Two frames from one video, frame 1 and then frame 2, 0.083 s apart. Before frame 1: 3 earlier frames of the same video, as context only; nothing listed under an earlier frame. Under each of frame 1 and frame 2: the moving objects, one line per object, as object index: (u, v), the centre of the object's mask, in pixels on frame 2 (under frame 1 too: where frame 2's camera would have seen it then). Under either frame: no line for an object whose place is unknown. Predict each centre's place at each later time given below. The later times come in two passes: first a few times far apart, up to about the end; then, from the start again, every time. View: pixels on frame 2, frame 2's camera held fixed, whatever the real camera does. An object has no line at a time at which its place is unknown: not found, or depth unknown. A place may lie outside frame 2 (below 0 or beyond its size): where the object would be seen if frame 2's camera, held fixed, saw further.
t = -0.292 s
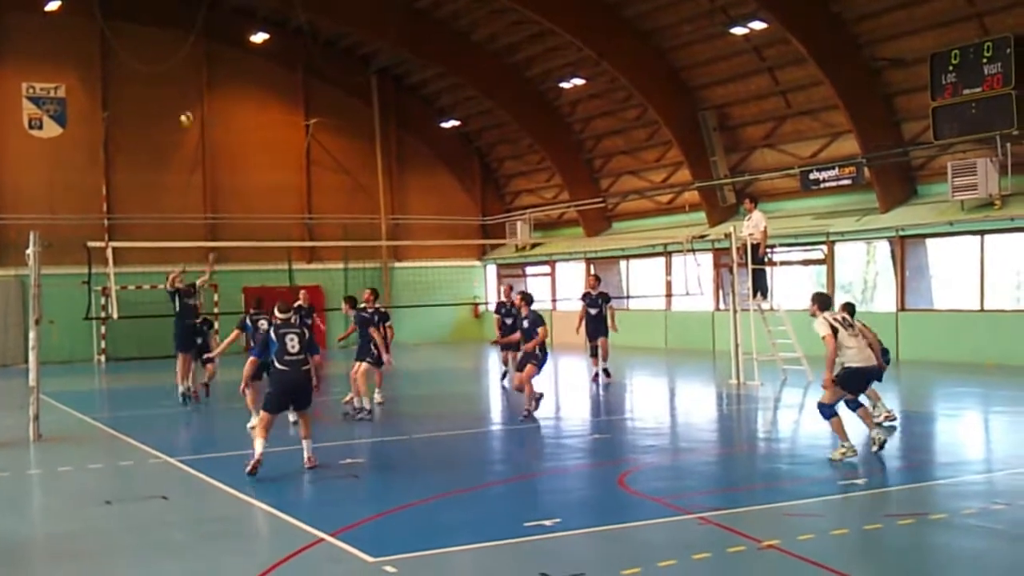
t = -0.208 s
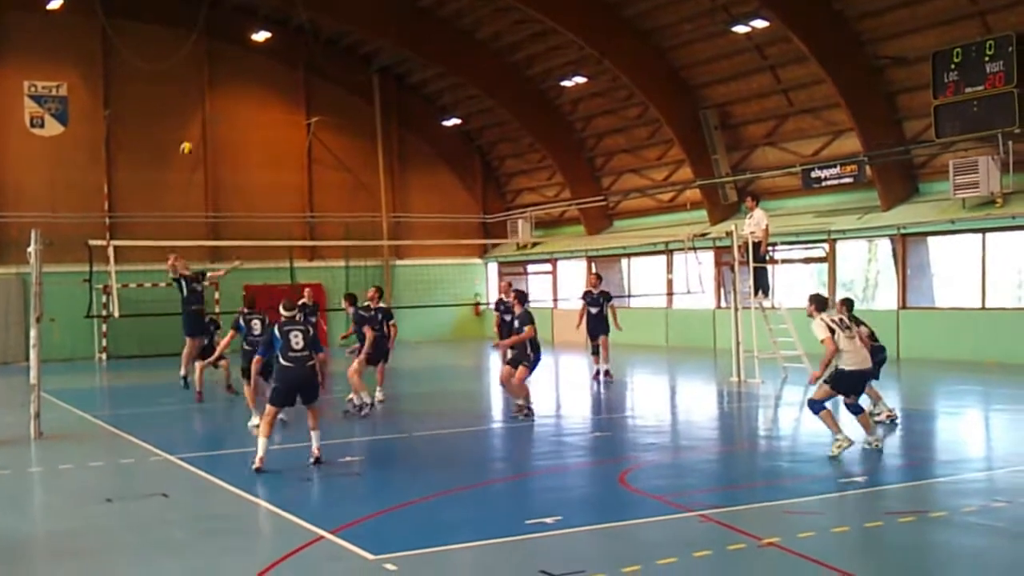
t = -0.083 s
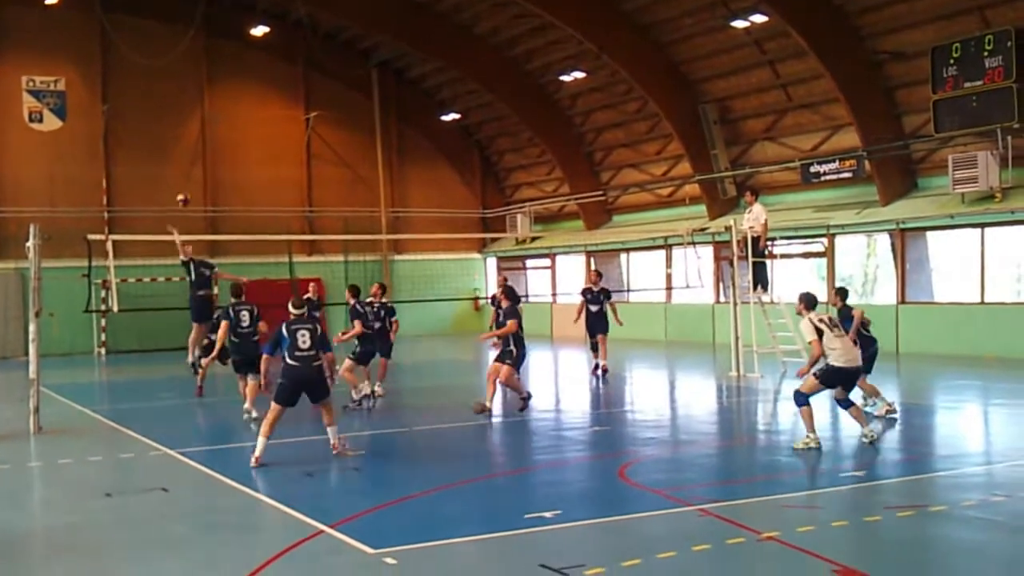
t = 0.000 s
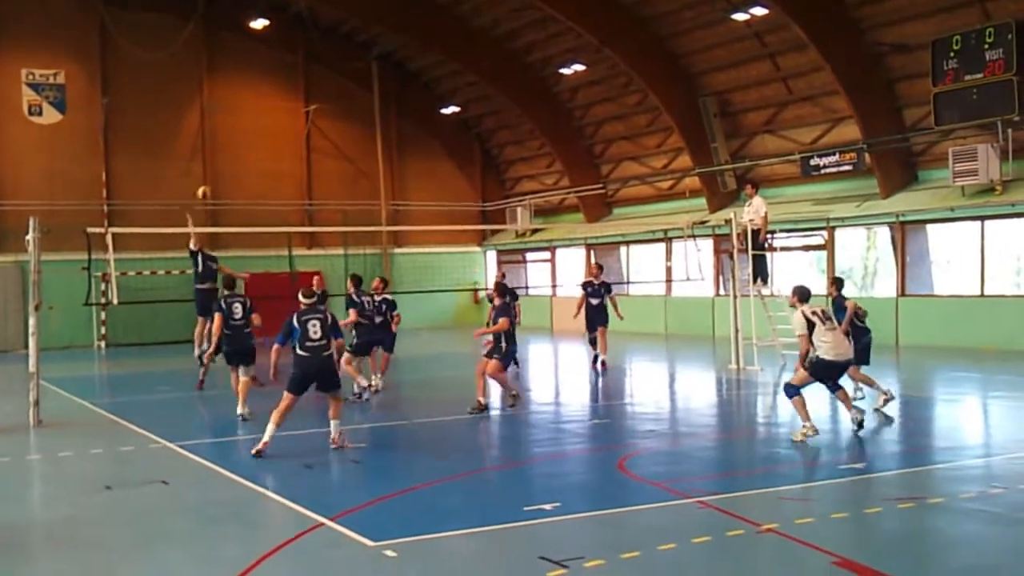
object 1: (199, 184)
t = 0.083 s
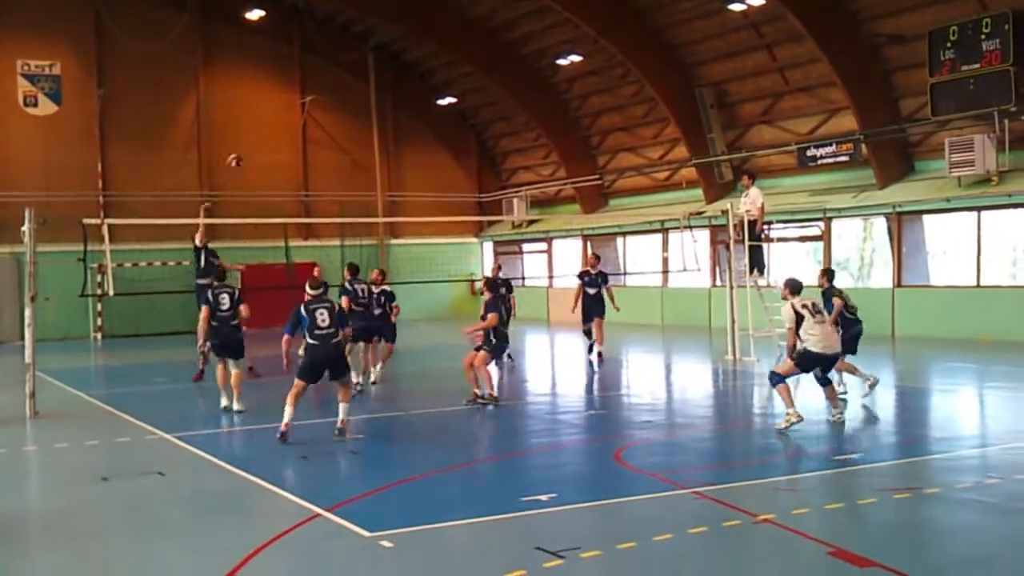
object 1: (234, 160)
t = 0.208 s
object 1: (289, 134)
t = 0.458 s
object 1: (412, 117)
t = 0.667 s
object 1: (523, 142)
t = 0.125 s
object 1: (252, 151)
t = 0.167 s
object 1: (271, 141)
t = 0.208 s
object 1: (289, 134)
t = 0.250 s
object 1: (308, 128)
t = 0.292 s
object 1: (330, 123)
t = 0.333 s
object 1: (349, 120)
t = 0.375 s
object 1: (369, 117)
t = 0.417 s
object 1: (392, 115)
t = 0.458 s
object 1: (412, 117)
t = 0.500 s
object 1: (432, 118)
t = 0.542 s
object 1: (456, 121)
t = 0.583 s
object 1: (478, 127)
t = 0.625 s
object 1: (499, 133)
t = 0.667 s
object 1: (523, 142)
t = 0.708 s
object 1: (548, 151)
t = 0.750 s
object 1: (570, 164)
